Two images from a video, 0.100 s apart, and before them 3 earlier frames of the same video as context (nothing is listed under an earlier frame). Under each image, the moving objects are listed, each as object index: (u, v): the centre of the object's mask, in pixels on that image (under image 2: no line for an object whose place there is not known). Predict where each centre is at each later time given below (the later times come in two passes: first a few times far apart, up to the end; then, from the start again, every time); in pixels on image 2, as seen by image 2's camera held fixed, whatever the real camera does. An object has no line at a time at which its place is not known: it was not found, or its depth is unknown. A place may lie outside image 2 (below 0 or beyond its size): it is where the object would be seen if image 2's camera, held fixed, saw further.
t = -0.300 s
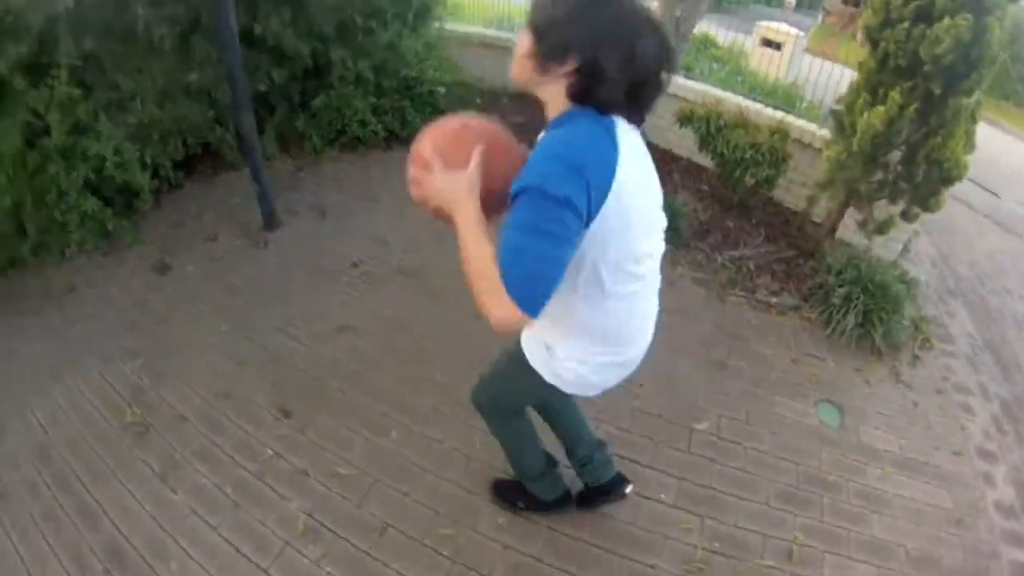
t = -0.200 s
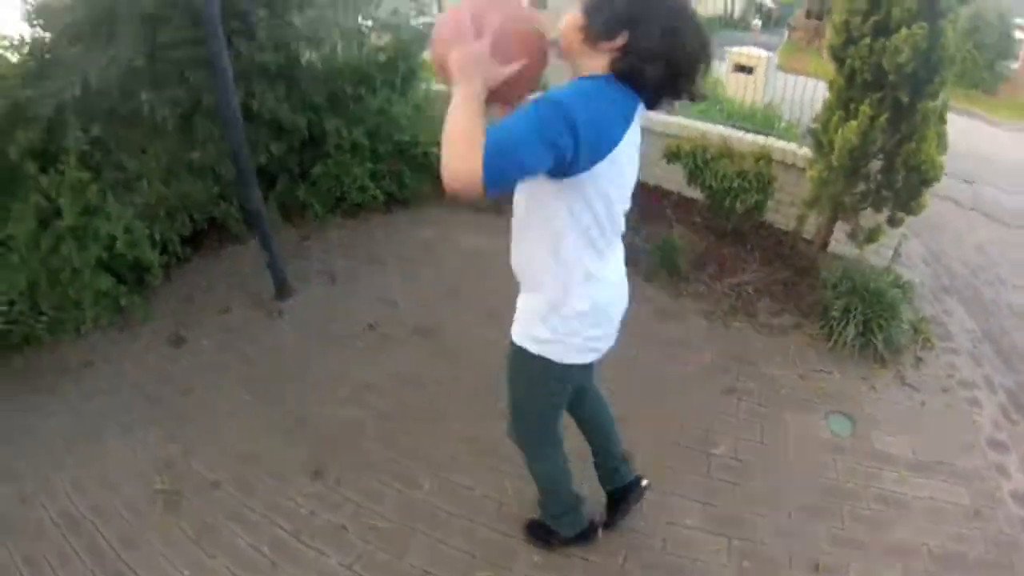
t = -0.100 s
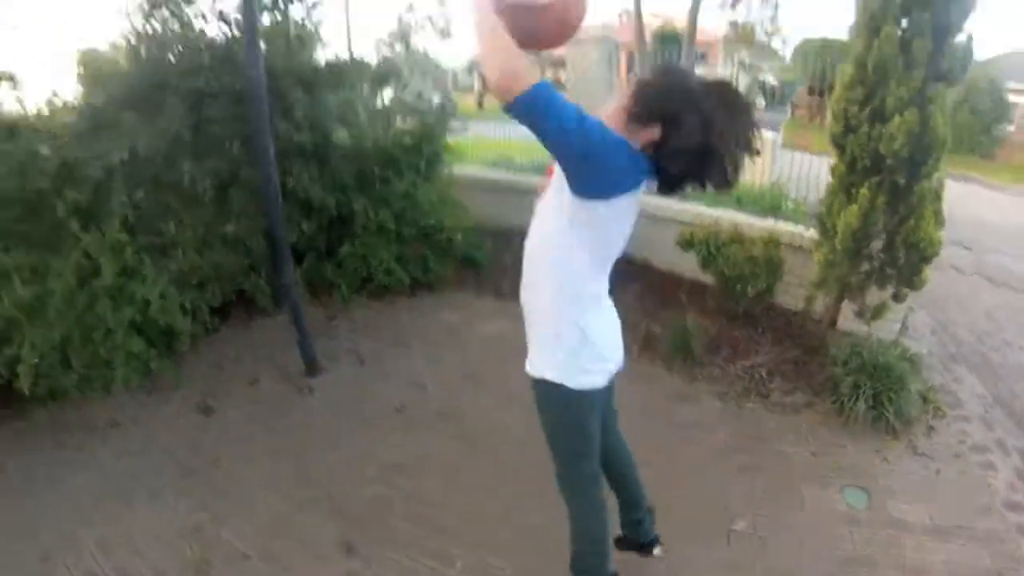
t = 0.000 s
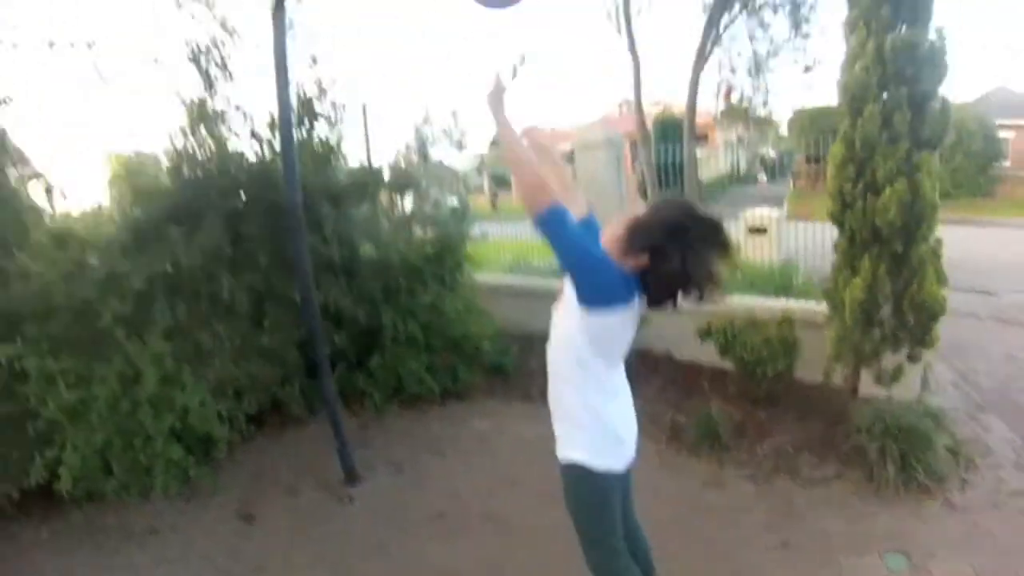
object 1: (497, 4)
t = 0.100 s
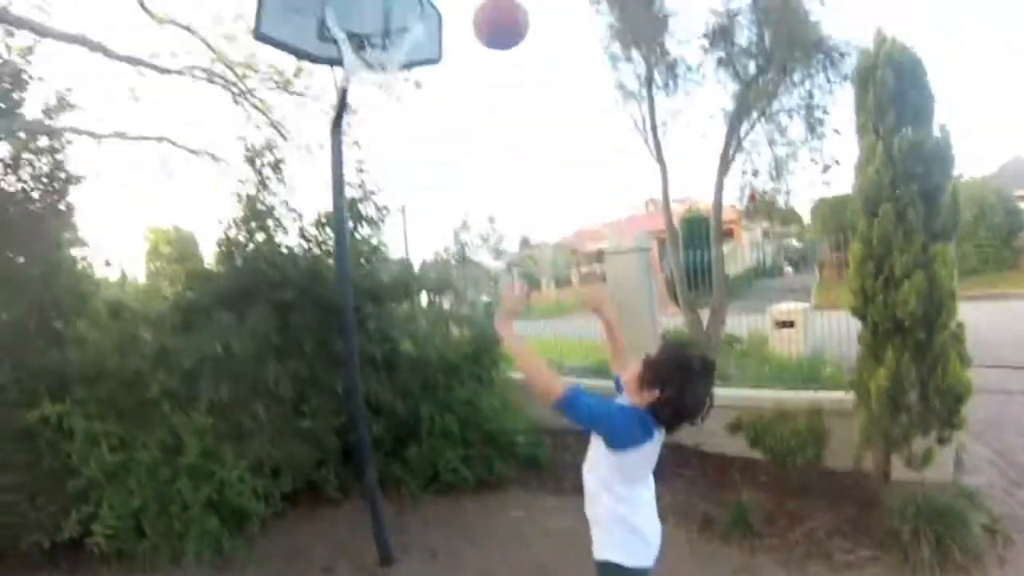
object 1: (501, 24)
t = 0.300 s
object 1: (465, -26)
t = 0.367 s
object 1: (460, -27)
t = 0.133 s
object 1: (495, 9)
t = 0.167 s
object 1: (488, -2)
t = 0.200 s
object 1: (483, -14)
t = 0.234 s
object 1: (476, -17)
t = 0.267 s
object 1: (472, -22)
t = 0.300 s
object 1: (465, -26)
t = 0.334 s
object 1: (461, -28)
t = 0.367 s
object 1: (460, -27)
